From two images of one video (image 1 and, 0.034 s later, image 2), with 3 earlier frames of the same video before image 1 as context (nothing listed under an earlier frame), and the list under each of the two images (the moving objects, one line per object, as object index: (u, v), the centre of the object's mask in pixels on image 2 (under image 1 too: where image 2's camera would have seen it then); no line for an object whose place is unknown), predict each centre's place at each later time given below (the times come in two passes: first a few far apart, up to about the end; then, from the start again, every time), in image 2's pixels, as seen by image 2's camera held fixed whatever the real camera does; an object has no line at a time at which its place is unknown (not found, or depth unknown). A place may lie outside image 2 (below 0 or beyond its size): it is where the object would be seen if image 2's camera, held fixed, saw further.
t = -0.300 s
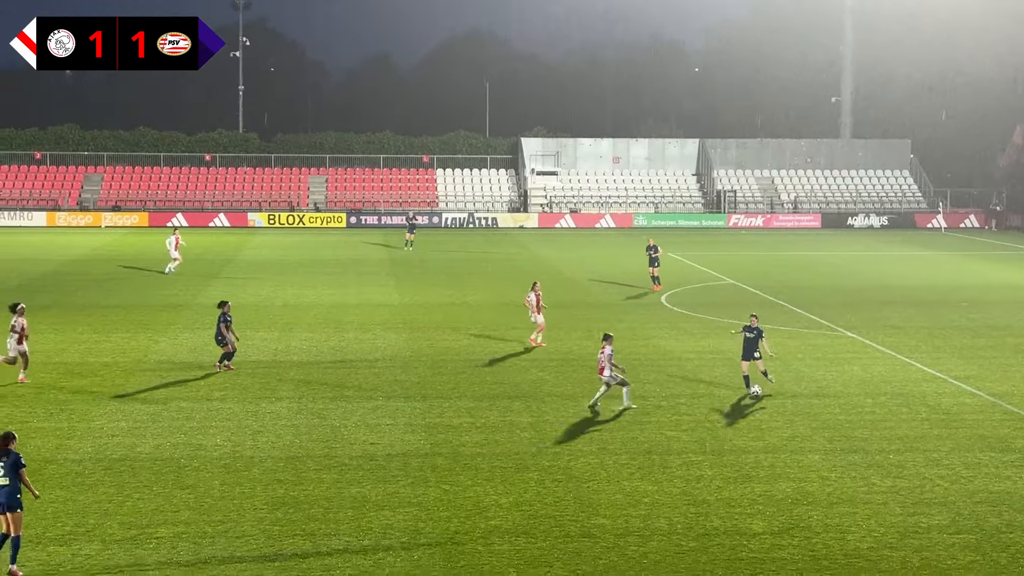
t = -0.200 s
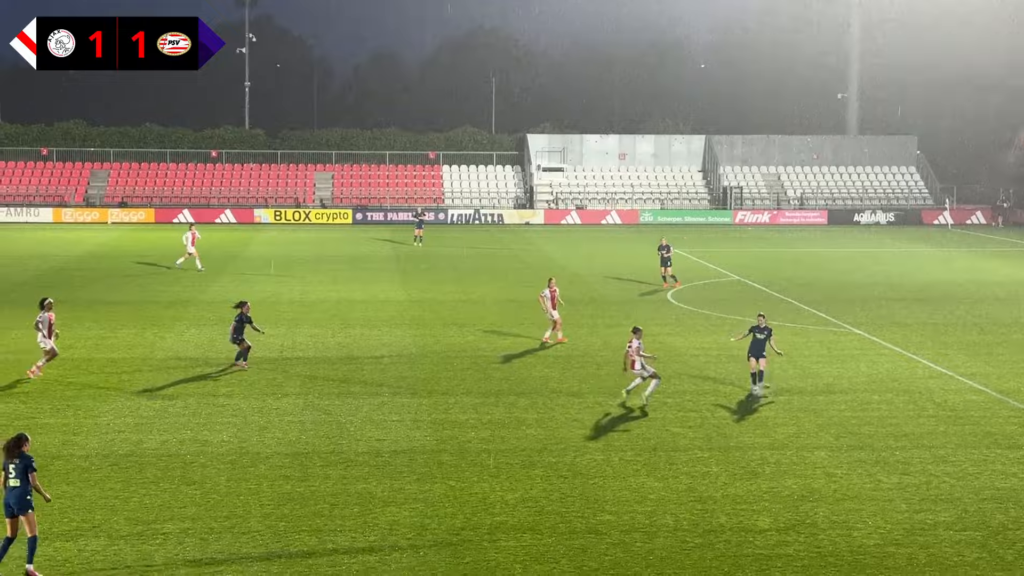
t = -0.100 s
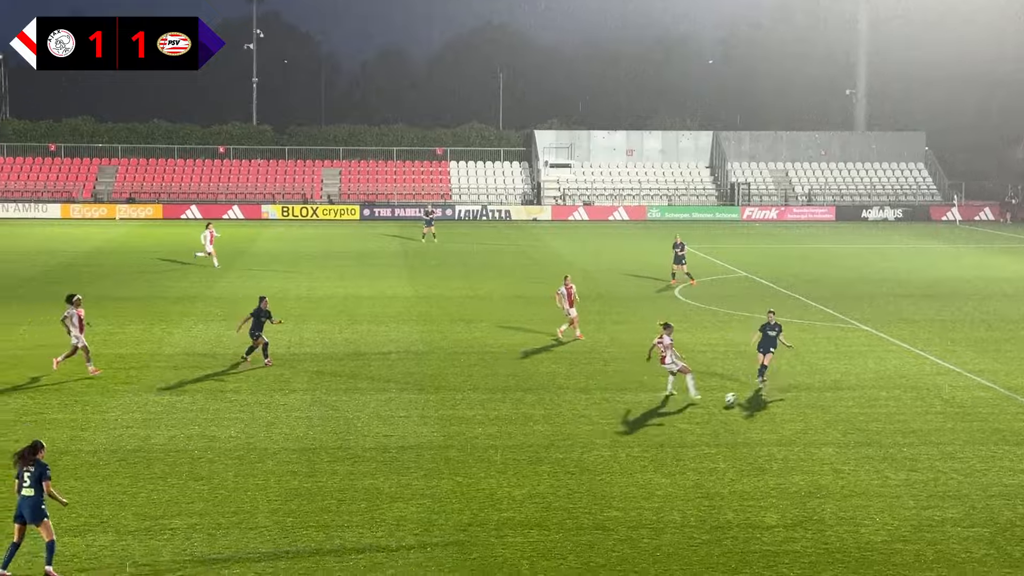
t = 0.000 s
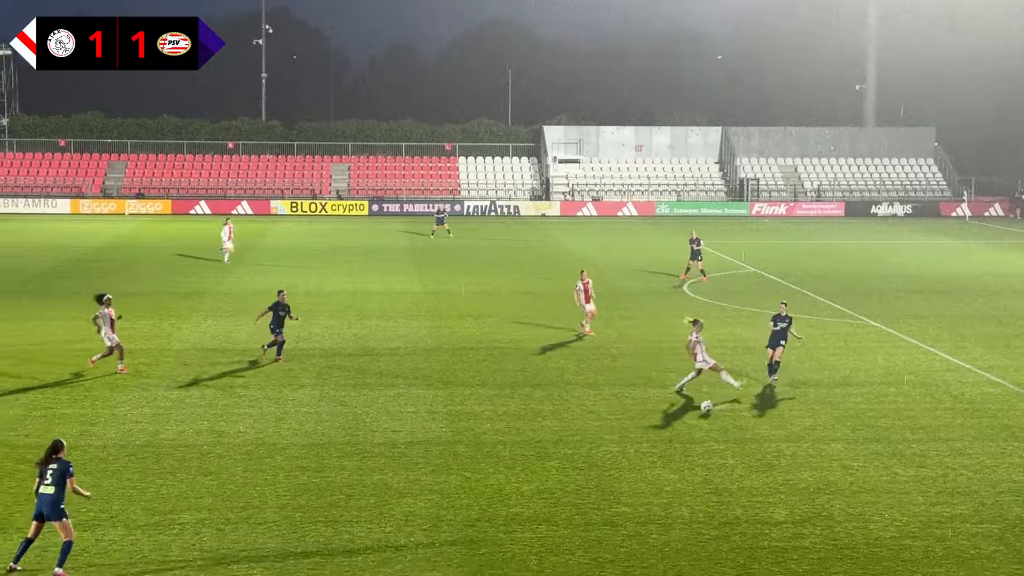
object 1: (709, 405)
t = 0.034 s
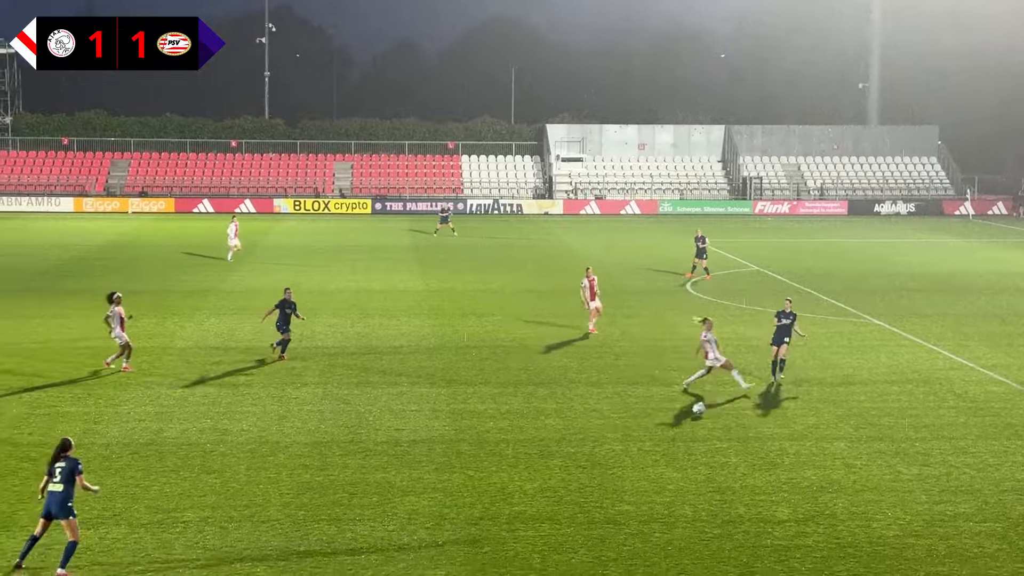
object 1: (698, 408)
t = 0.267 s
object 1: (618, 436)
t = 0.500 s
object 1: (535, 466)
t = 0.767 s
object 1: (441, 500)
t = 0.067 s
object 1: (687, 412)
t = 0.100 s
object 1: (675, 417)
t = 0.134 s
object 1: (664, 422)
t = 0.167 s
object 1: (653, 424)
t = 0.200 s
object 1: (641, 428)
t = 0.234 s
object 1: (630, 432)
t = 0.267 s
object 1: (618, 436)
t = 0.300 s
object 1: (605, 441)
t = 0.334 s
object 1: (594, 446)
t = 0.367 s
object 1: (582, 449)
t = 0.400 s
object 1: (570, 453)
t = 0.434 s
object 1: (558, 458)
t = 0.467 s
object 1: (546, 463)
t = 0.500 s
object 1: (535, 466)
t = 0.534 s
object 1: (523, 470)
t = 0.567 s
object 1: (511, 474)
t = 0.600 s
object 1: (499, 479)
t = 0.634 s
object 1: (488, 483)
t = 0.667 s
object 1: (476, 487)
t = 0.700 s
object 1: (464, 491)
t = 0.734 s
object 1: (453, 496)
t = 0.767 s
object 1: (441, 500)
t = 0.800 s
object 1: (430, 504)
